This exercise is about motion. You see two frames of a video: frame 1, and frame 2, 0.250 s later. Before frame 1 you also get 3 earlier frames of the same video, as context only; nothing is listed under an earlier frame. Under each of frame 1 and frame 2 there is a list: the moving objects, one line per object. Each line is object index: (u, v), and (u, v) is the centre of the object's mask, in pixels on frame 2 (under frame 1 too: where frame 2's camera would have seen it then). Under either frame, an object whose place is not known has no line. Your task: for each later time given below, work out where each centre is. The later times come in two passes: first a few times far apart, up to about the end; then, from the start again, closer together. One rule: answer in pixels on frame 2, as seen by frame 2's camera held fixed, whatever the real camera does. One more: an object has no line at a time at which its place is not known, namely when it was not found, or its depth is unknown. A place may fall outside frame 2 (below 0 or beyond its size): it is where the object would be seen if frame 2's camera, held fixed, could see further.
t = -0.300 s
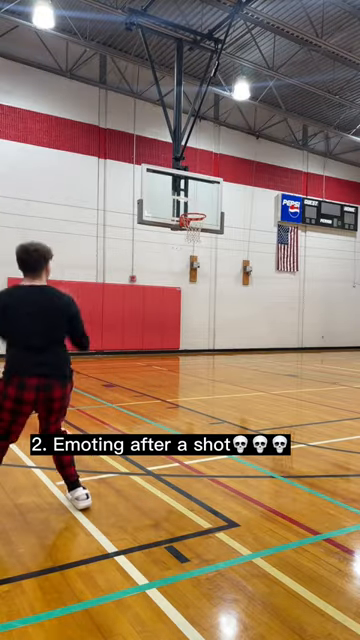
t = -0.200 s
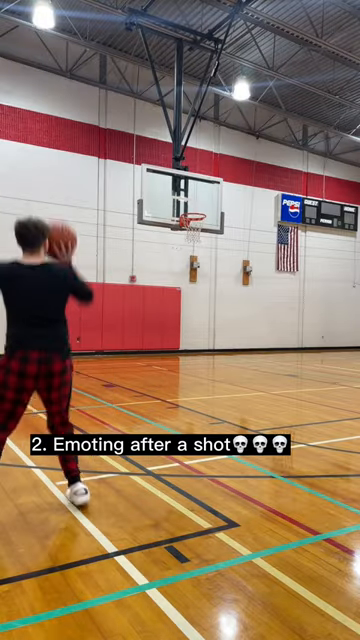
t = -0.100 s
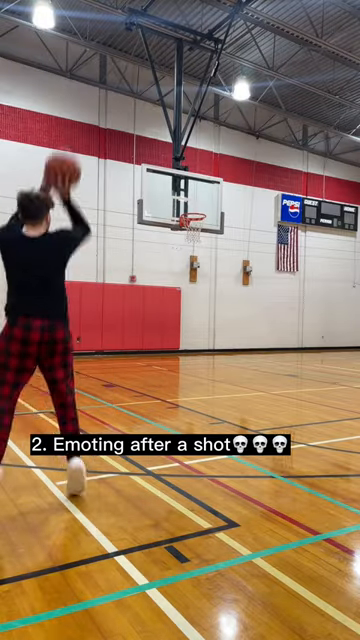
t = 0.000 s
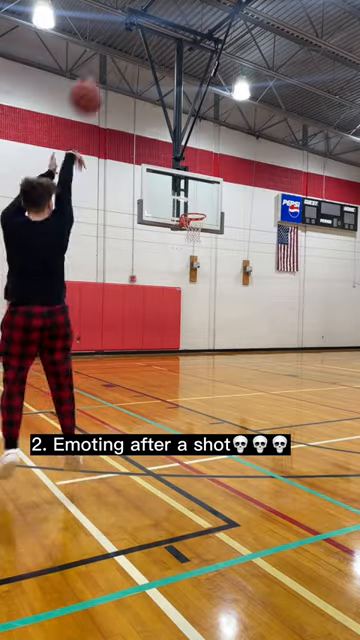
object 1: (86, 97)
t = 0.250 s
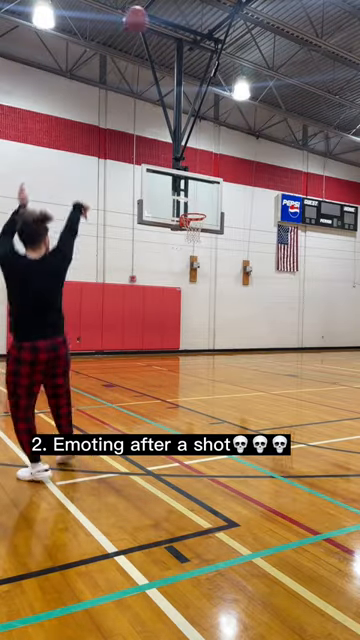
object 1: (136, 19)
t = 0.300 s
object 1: (140, 18)
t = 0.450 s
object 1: (158, 23)
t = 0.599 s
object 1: (169, 40)
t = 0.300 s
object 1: (140, 18)
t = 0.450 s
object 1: (158, 23)
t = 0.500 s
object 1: (161, 25)
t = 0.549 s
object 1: (166, 35)
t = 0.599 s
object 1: (169, 40)
